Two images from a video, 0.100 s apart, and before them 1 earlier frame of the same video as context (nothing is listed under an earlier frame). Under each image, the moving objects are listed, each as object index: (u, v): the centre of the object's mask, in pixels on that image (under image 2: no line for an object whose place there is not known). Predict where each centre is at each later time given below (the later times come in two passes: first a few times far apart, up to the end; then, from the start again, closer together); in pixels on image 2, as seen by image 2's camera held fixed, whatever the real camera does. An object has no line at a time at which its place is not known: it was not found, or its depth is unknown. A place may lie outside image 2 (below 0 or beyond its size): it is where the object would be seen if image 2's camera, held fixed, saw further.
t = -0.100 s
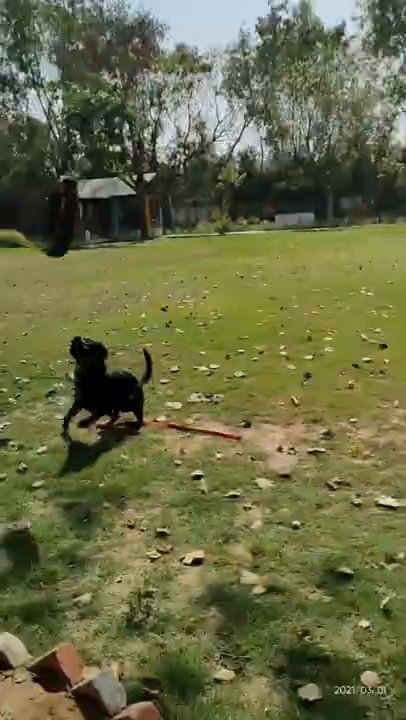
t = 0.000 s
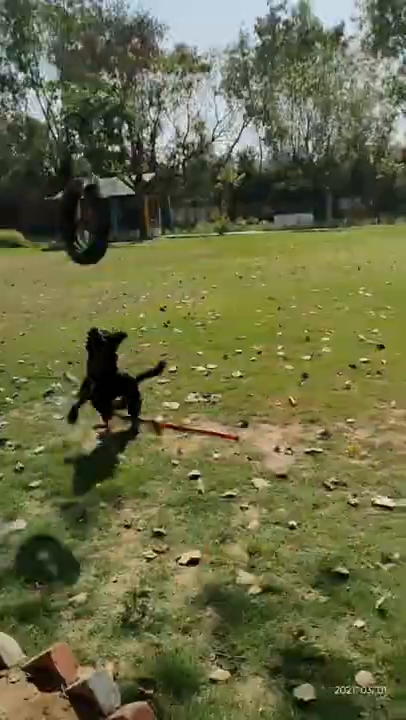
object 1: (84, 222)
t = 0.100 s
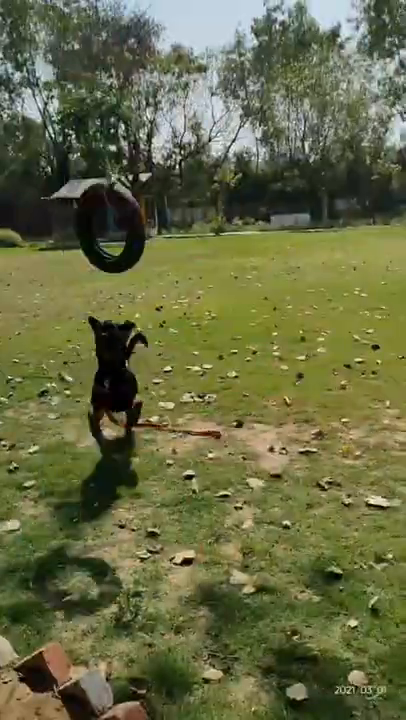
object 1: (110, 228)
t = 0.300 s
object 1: (180, 222)
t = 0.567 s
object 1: (297, 197)
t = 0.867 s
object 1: (417, 139)
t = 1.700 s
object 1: (337, 183)
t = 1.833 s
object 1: (278, 209)
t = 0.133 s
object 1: (121, 230)
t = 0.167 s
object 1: (133, 232)
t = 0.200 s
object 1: (144, 231)
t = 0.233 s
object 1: (156, 229)
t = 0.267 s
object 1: (168, 226)
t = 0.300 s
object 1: (180, 222)
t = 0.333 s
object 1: (194, 220)
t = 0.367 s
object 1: (208, 218)
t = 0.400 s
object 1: (223, 215)
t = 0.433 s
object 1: (237, 214)
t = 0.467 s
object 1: (252, 211)
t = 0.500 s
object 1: (267, 208)
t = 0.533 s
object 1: (282, 203)
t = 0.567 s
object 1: (297, 197)
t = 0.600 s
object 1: (313, 190)
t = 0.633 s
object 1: (327, 183)
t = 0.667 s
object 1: (344, 177)
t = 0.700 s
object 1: (358, 171)
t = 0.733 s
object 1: (372, 164)
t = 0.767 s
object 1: (385, 158)
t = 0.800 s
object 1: (398, 152)
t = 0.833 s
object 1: (408, 146)
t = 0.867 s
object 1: (417, 139)
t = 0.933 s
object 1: (435, 127)
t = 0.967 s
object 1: (421, 130)
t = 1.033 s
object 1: (438, 114)
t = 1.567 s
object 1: (396, 152)
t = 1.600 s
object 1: (379, 162)
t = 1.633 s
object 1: (365, 169)
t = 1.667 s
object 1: (351, 177)
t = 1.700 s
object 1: (337, 183)
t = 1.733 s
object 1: (322, 190)
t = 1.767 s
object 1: (308, 198)
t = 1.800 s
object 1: (293, 203)
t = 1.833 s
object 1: (278, 209)
